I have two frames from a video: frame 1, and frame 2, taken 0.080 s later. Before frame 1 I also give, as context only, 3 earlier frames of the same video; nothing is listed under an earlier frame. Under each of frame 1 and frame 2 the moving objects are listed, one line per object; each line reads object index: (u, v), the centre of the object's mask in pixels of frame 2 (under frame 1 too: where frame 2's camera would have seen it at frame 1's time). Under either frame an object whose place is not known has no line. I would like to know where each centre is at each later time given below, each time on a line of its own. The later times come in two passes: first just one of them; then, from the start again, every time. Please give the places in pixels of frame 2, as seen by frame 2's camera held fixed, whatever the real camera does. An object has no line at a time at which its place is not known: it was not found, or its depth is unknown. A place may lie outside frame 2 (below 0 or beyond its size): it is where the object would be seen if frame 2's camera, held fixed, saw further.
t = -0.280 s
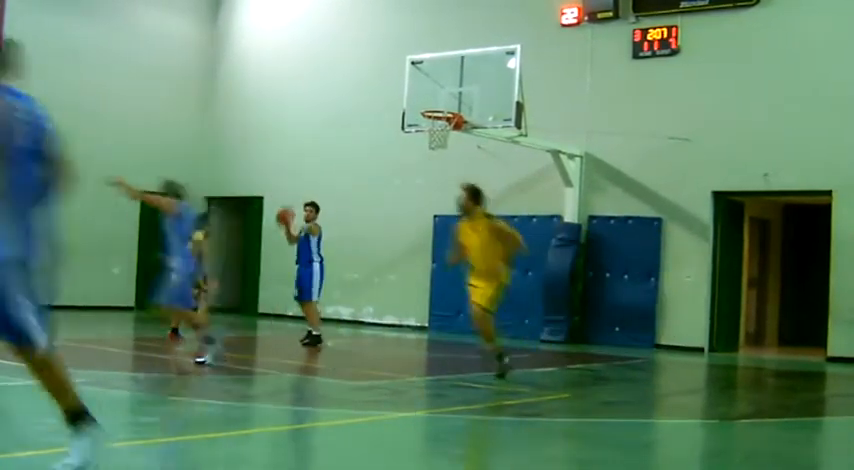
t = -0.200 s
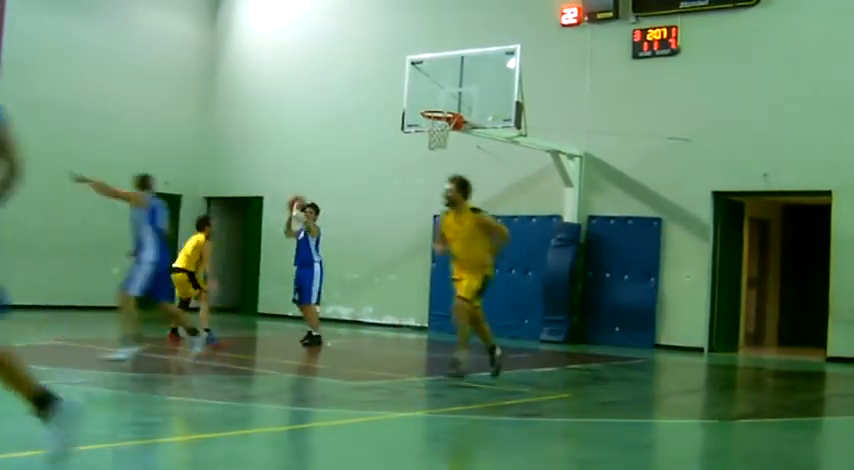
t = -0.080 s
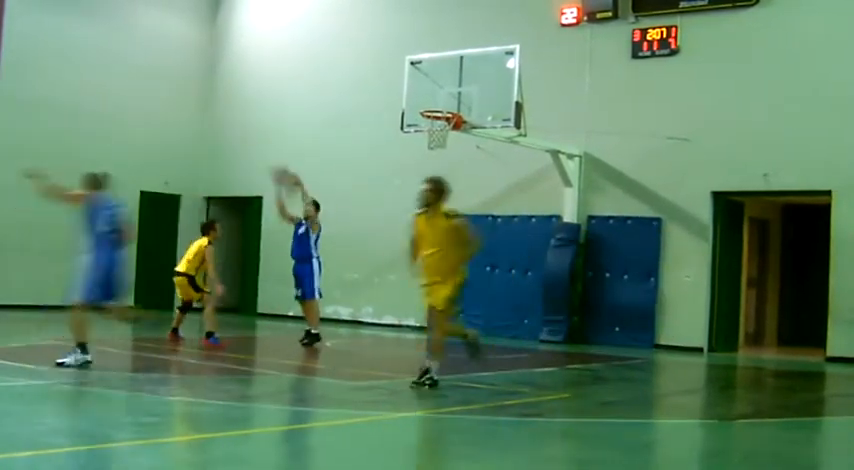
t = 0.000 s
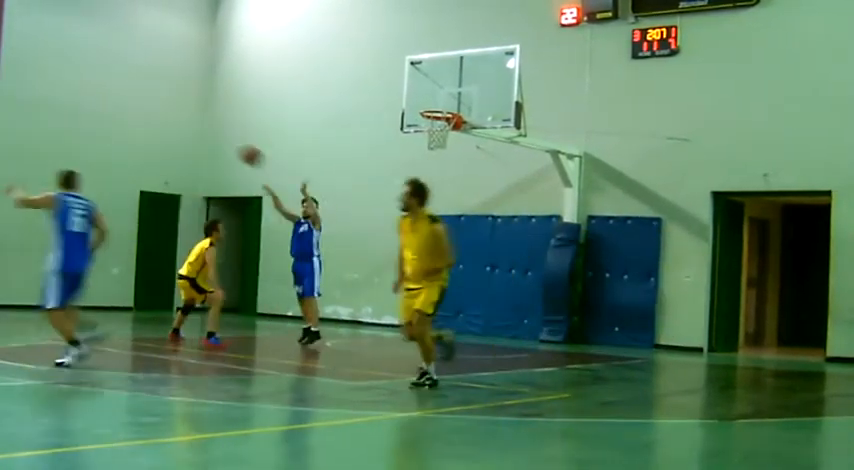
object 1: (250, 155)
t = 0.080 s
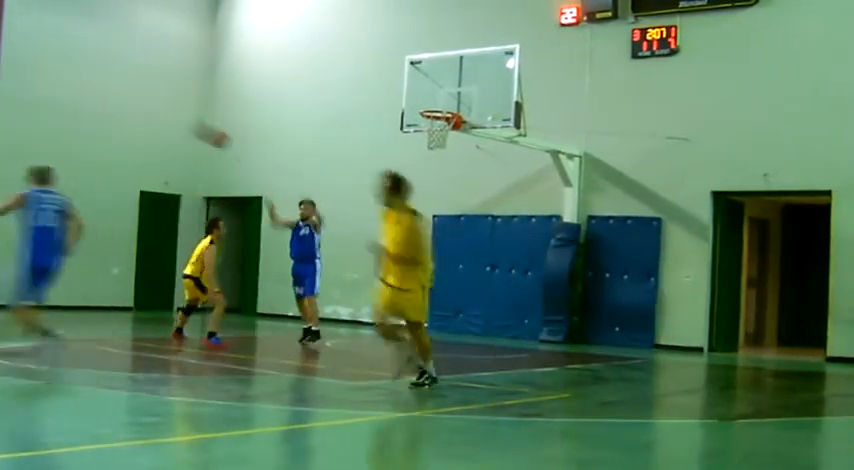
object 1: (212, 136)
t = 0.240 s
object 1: (129, 108)
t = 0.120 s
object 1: (185, 124)
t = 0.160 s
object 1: (169, 119)
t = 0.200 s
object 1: (149, 113)
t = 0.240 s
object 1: (129, 108)
